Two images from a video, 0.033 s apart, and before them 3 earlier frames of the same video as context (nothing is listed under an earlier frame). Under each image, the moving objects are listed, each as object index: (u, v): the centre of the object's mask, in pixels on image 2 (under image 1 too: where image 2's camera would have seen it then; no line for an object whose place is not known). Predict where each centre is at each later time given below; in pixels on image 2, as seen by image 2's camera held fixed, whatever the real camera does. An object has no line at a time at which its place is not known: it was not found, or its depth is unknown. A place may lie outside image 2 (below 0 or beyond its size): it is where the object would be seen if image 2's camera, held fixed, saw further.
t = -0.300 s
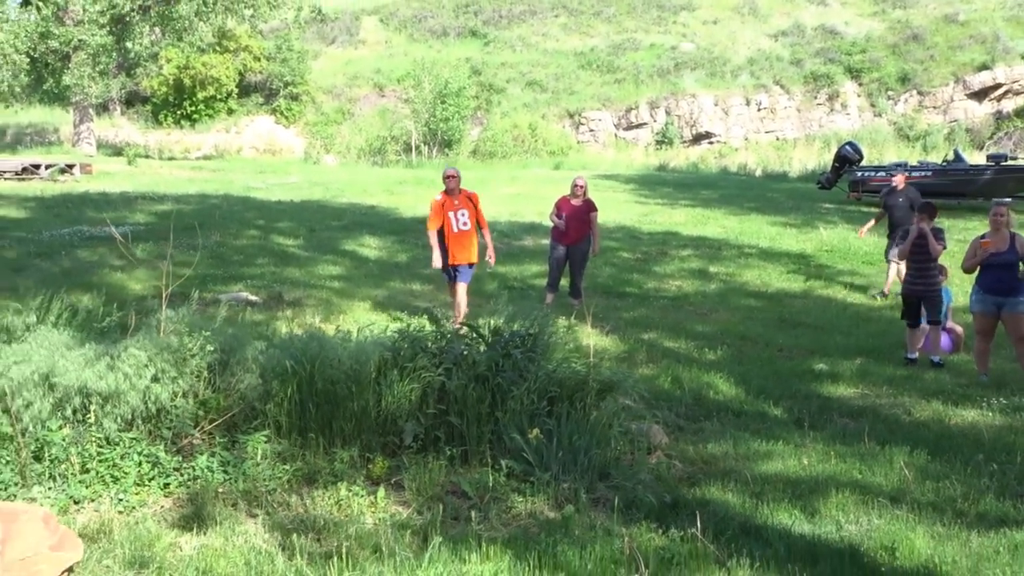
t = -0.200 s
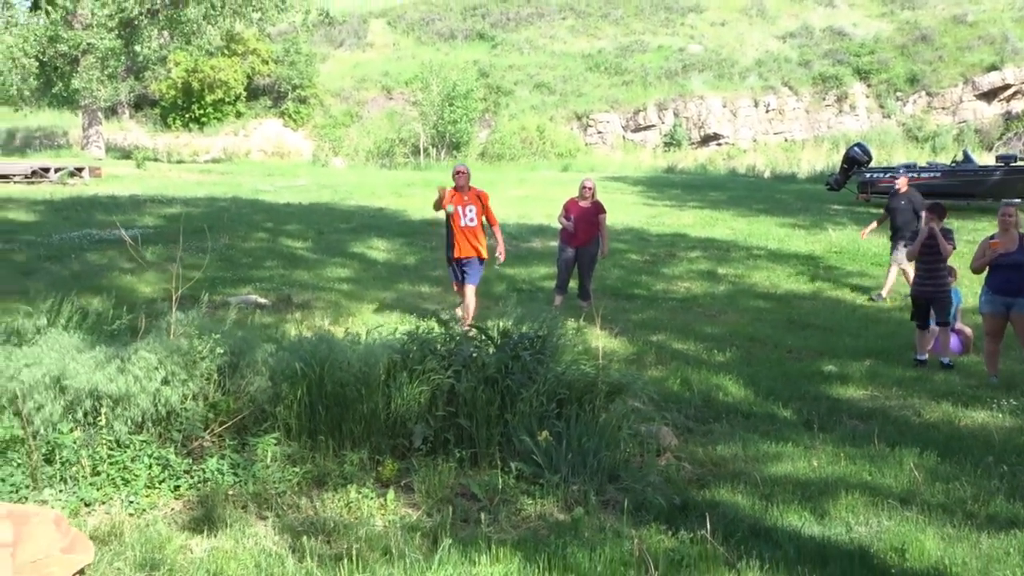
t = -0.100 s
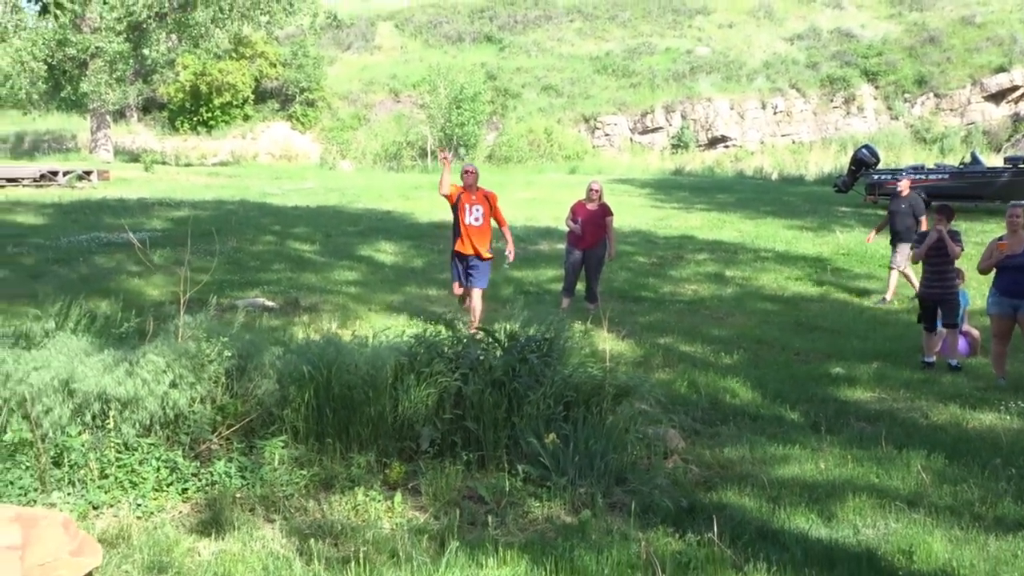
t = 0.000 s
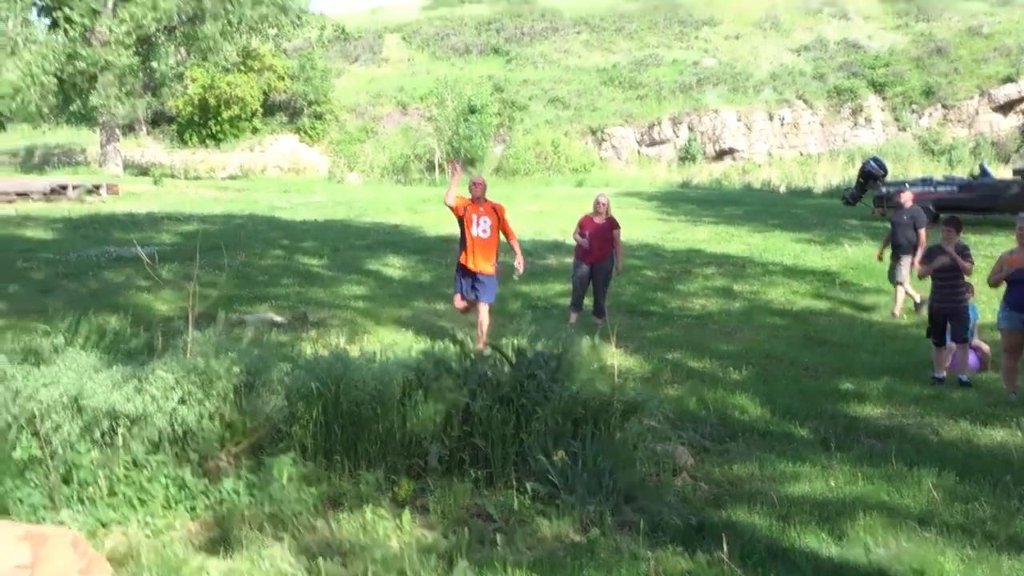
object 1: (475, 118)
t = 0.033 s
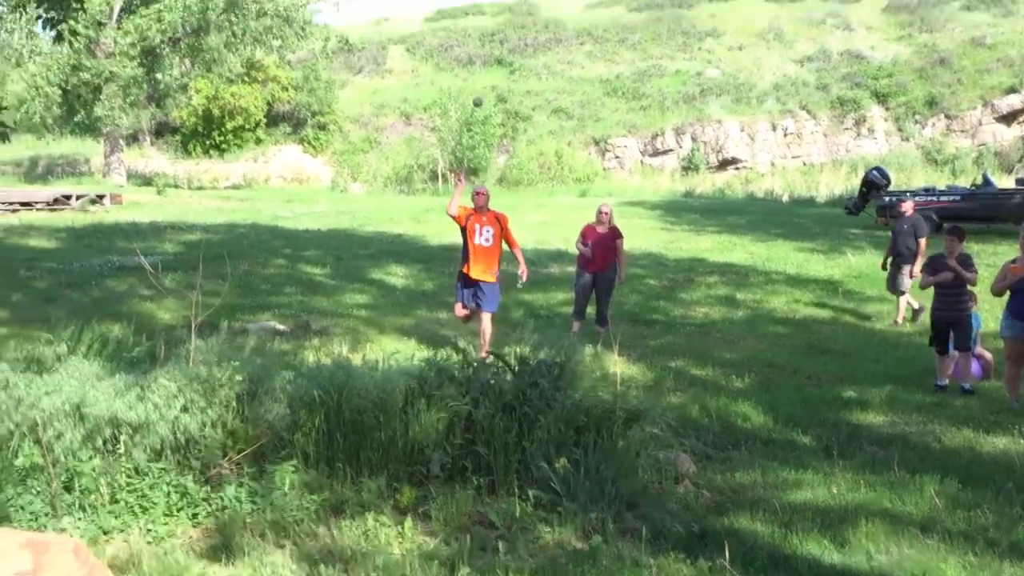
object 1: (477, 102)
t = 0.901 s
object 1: (527, 80)
